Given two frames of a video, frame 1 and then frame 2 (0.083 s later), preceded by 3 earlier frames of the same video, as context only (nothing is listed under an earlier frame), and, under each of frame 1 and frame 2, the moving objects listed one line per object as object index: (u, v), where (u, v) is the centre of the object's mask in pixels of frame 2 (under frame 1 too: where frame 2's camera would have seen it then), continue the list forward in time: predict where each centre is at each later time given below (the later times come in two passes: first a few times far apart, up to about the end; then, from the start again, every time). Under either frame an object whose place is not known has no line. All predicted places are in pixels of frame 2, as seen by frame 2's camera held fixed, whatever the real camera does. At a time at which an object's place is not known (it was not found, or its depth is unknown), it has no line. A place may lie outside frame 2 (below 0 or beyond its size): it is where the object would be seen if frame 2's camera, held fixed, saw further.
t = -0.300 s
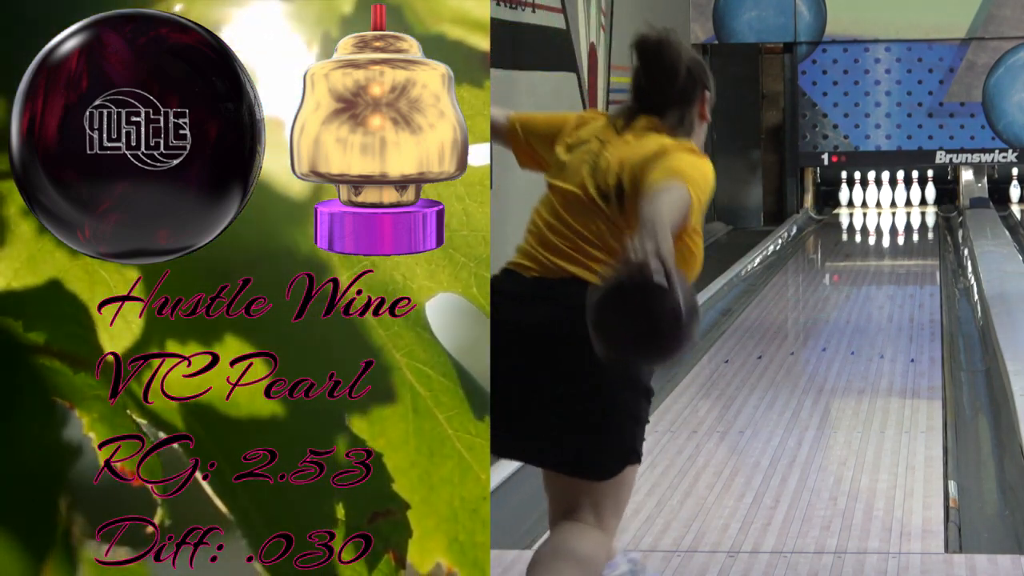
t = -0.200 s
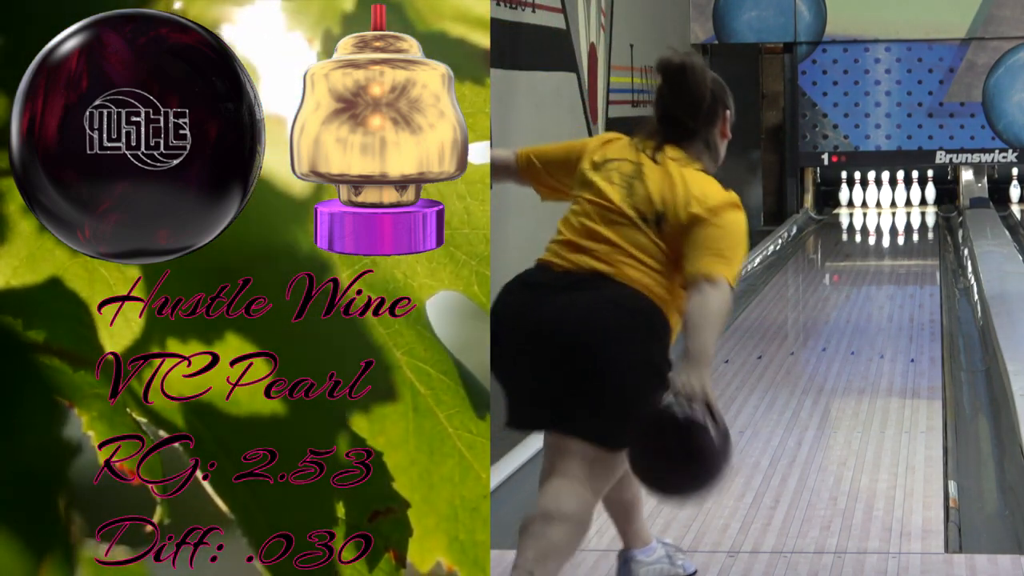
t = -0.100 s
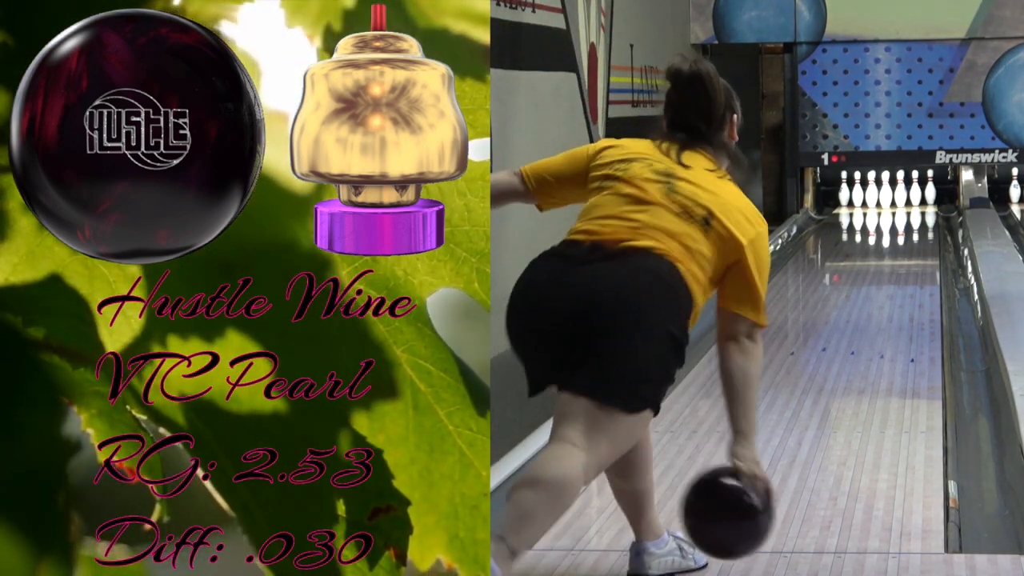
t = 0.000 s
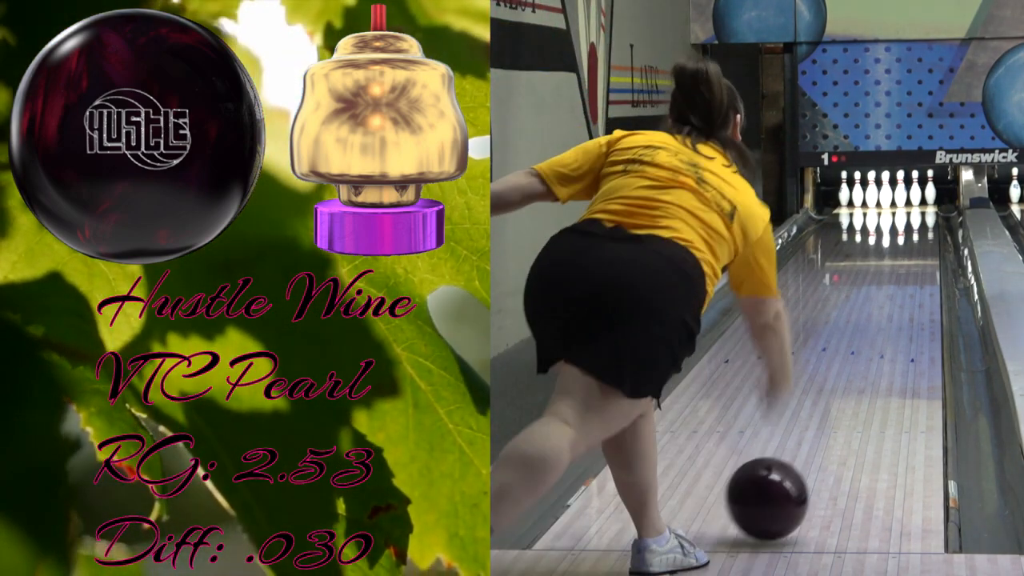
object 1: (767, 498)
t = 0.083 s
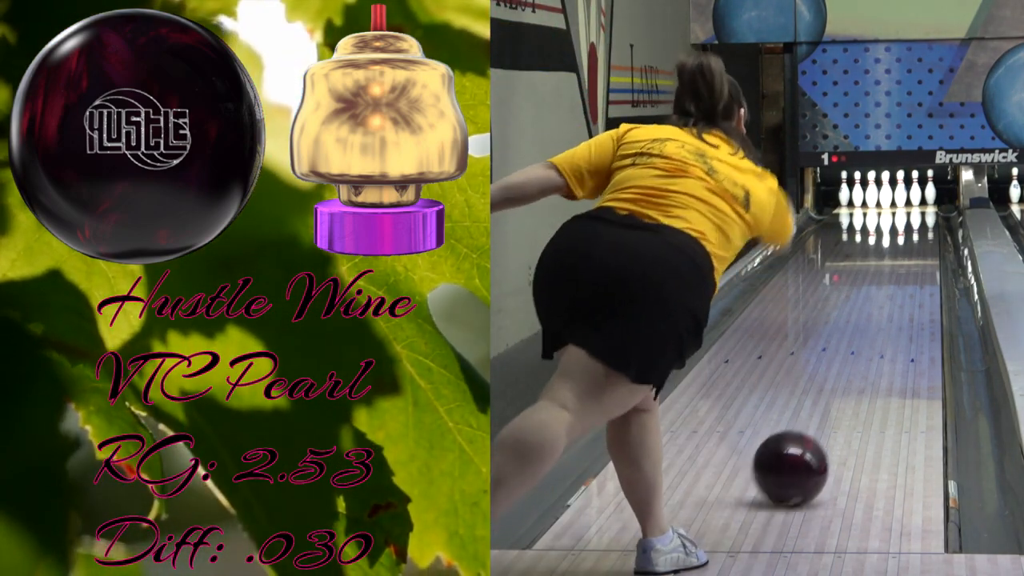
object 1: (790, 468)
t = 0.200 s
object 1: (816, 428)
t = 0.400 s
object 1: (849, 376)
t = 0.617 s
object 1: (873, 335)
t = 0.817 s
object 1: (890, 307)
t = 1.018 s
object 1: (901, 286)
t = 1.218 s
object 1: (910, 268)
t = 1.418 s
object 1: (917, 254)
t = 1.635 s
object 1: (920, 241)
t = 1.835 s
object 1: (922, 231)
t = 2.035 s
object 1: (921, 223)
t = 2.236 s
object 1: (916, 216)
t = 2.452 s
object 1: (908, 210)
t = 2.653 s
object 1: (901, 205)
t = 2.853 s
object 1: (893, 201)
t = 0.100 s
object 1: (795, 462)
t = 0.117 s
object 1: (798, 456)
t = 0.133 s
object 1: (802, 450)
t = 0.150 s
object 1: (806, 444)
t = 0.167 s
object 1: (810, 439)
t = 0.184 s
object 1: (813, 433)
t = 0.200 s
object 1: (816, 428)
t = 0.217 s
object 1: (820, 423)
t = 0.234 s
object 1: (823, 418)
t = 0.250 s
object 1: (826, 413)
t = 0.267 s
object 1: (828, 408)
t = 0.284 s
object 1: (831, 404)
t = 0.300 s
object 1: (834, 400)
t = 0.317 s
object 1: (837, 396)
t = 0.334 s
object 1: (839, 392)
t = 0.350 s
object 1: (842, 388)
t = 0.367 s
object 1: (844, 383)
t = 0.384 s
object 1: (847, 380)
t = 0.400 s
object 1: (849, 376)
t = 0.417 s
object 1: (851, 373)
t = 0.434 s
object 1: (853, 369)
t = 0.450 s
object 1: (855, 366)
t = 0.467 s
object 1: (857, 362)
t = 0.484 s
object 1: (859, 359)
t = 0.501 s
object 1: (861, 356)
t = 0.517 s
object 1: (863, 353)
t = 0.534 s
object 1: (865, 350)
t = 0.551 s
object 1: (867, 347)
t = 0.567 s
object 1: (869, 344)
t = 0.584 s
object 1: (870, 341)
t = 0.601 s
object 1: (872, 338)
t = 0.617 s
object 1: (873, 335)
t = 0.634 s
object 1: (875, 333)
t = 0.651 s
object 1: (876, 330)
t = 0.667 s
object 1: (878, 328)
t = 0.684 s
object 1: (879, 325)
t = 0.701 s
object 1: (881, 323)
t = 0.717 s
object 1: (882, 321)
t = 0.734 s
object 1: (884, 318)
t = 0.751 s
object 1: (885, 316)
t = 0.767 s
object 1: (886, 314)
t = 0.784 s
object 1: (887, 312)
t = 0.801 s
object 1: (889, 309)
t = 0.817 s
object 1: (890, 307)
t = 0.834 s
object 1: (891, 305)
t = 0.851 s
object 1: (892, 303)
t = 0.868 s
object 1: (893, 301)
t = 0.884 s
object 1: (894, 300)
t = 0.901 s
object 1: (895, 298)
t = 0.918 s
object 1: (896, 296)
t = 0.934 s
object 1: (897, 294)
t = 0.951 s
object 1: (898, 292)
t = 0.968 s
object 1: (899, 291)
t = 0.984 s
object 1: (900, 289)
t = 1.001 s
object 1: (901, 287)
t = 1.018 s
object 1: (901, 286)
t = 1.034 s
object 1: (902, 284)
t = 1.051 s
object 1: (903, 282)
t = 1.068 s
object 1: (904, 281)
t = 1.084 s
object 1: (905, 279)
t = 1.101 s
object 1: (906, 278)
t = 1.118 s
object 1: (906, 276)
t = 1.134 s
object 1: (907, 275)
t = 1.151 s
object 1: (908, 273)
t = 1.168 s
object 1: (909, 272)
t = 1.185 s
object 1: (909, 270)
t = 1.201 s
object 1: (910, 269)
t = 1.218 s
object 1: (910, 268)
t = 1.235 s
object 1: (911, 267)
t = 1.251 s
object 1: (912, 265)
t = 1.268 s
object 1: (912, 264)
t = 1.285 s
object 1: (913, 263)
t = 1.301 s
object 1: (913, 261)
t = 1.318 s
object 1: (914, 260)
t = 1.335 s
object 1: (914, 259)
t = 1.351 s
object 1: (915, 258)
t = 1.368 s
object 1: (915, 257)
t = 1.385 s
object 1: (916, 256)
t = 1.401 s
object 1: (916, 255)
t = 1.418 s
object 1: (917, 254)
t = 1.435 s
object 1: (917, 252)
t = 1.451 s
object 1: (917, 252)
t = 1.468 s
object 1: (918, 251)
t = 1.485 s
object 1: (918, 249)
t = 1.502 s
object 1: (918, 248)
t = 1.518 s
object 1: (919, 247)
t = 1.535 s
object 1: (919, 246)
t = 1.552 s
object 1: (919, 245)
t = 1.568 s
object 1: (919, 245)
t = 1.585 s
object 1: (920, 244)
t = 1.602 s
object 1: (920, 243)
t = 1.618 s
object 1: (920, 242)
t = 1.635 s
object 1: (920, 241)
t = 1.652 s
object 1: (920, 240)
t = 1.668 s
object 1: (921, 239)
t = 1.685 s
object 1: (921, 238)
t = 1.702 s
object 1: (921, 237)
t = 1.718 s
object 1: (921, 237)
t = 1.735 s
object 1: (921, 236)
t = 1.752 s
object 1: (921, 235)
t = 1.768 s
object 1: (921, 234)
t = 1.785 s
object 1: (921, 233)
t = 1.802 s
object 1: (922, 233)
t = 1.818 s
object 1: (922, 232)
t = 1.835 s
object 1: (922, 231)
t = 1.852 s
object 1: (922, 230)
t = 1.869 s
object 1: (922, 230)
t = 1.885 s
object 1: (922, 229)
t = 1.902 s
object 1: (922, 228)
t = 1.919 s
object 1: (922, 227)
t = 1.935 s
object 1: (922, 227)
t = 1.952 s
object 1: (921, 226)
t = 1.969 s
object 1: (922, 226)
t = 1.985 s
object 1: (921, 225)
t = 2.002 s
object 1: (921, 224)
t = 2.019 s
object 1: (921, 224)
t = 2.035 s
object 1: (921, 223)
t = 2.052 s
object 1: (921, 222)
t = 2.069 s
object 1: (920, 222)
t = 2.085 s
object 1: (920, 221)
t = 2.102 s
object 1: (920, 220)
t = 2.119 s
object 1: (920, 220)
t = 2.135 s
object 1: (919, 219)
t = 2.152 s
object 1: (919, 219)
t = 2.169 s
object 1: (918, 218)
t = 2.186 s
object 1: (918, 218)
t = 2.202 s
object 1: (917, 217)
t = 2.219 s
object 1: (917, 217)
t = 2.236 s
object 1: (916, 216)
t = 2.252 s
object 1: (916, 216)
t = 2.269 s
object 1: (915, 215)
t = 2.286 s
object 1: (915, 215)
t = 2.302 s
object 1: (914, 214)
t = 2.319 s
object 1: (914, 214)
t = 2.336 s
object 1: (913, 213)
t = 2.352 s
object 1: (912, 213)
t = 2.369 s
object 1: (912, 213)
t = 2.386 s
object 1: (911, 212)
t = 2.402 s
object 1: (911, 211)
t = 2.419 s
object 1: (910, 211)
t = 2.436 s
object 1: (909, 211)
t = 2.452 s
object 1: (908, 210)
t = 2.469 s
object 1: (907, 210)
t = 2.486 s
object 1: (907, 209)
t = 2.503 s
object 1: (906, 209)
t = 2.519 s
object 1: (905, 208)
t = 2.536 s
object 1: (905, 208)
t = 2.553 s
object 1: (904, 208)
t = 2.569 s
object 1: (904, 207)
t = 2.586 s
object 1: (903, 207)
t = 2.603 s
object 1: (902, 206)
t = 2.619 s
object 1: (902, 206)
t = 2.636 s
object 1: (901, 206)
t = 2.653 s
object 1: (901, 205)
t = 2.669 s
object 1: (900, 205)
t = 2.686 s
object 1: (899, 205)
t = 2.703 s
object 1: (898, 205)
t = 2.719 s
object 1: (898, 204)
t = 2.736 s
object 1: (897, 204)
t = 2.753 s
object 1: (897, 203)
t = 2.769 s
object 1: (896, 203)
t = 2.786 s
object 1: (895, 203)
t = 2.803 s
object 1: (895, 202)
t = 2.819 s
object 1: (894, 202)
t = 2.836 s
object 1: (894, 201)
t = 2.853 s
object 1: (893, 201)
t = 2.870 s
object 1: (892, 201)
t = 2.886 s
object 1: (892, 200)
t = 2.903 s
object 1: (891, 200)
